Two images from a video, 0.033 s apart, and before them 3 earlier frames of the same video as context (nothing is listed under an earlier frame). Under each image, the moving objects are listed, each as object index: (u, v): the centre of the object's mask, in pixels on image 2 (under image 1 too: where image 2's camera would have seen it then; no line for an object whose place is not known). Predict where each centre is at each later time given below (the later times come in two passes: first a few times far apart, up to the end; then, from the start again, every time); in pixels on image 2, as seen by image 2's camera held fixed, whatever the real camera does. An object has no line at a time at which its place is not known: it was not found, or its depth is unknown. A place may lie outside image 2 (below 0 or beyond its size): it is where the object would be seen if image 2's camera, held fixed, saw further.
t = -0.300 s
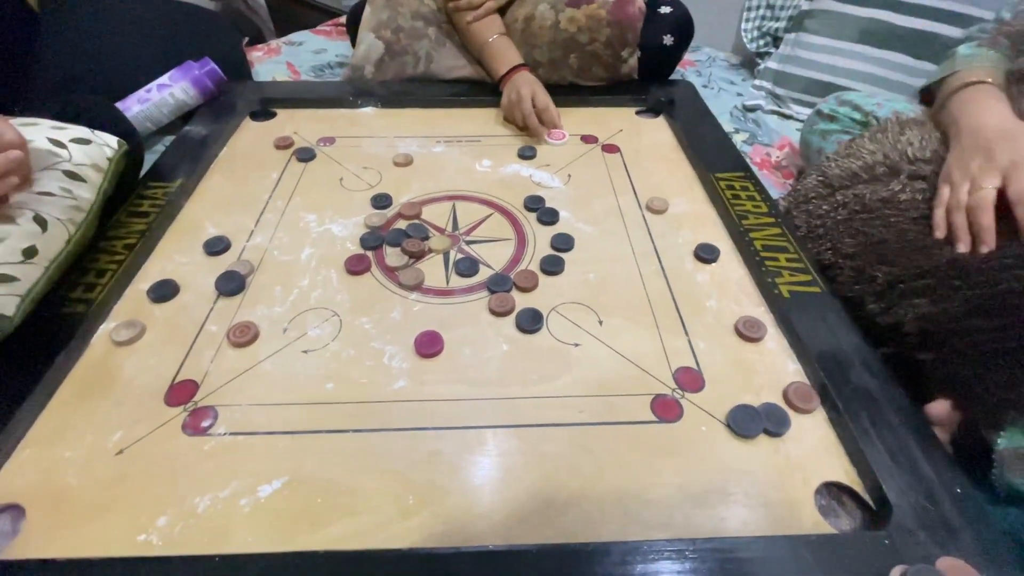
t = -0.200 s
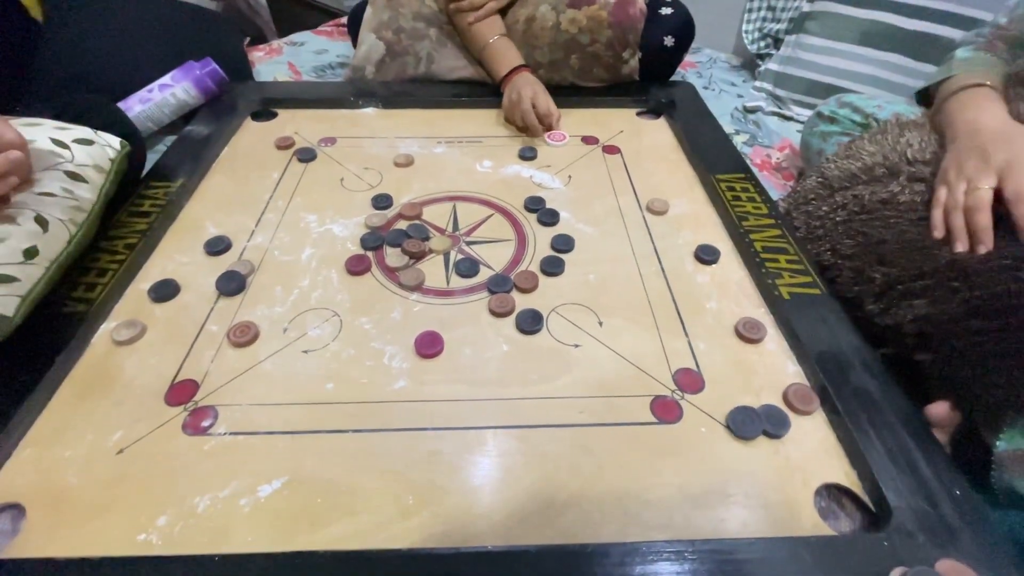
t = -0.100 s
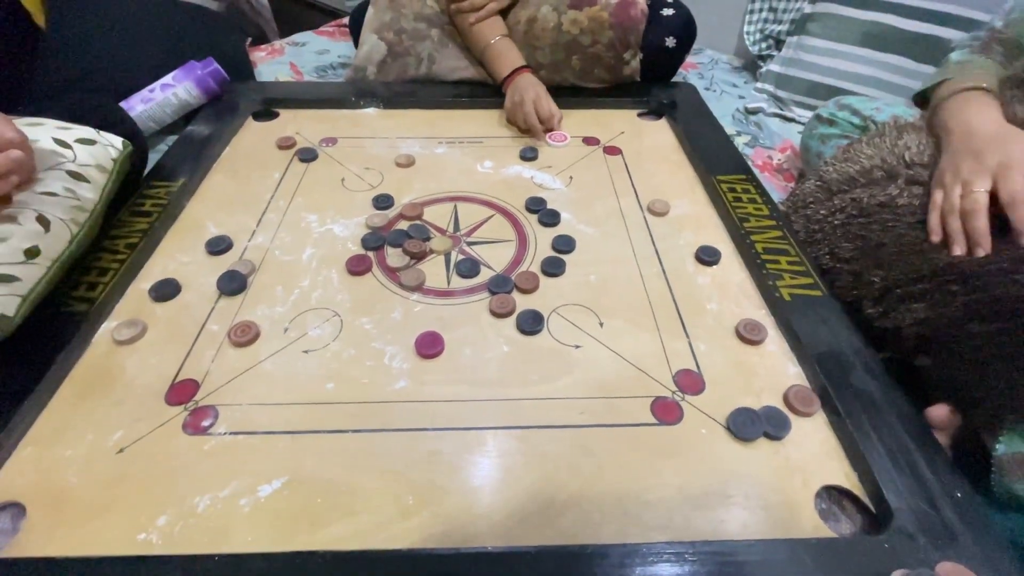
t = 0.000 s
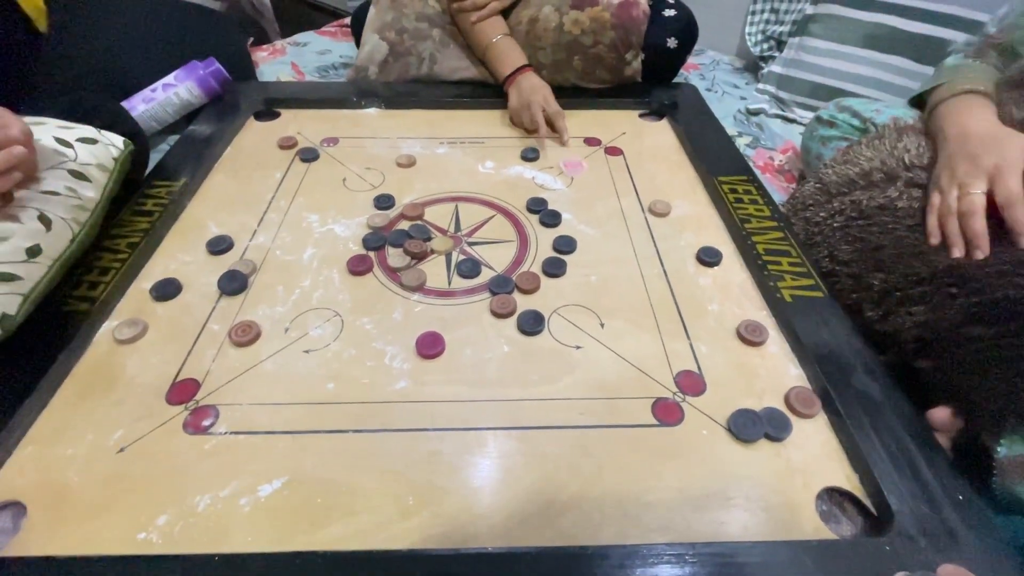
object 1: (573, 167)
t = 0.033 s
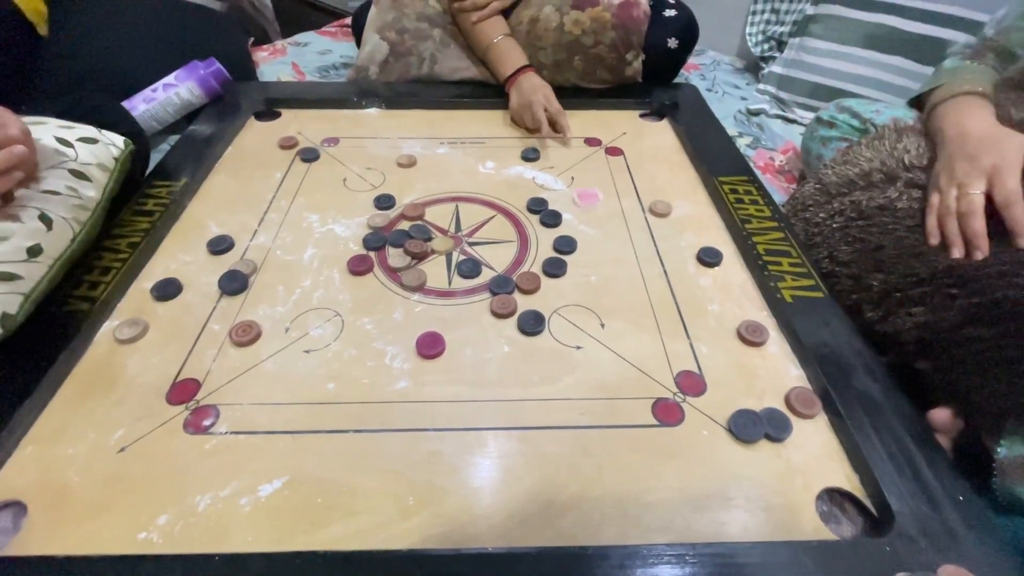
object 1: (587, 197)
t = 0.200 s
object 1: (693, 434)
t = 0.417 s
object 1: (681, 368)
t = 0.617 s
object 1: (659, 329)
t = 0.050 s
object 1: (595, 214)
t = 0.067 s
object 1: (603, 232)
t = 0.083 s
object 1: (612, 251)
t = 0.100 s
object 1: (620, 271)
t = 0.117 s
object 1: (631, 292)
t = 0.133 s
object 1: (642, 316)
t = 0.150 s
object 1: (653, 341)
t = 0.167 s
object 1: (667, 371)
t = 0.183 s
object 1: (679, 400)
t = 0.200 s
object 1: (693, 434)
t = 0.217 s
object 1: (709, 469)
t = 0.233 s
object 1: (727, 511)
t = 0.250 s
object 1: (728, 501)
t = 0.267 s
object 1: (725, 478)
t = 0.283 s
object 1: (722, 457)
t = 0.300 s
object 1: (718, 440)
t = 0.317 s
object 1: (711, 427)
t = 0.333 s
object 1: (705, 414)
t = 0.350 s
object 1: (699, 403)
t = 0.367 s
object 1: (695, 393)
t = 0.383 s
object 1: (690, 384)
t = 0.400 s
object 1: (686, 376)
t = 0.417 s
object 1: (681, 368)
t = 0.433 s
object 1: (678, 361)
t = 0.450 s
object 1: (674, 354)
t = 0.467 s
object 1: (671, 349)
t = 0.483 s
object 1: (668, 344)
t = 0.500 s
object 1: (666, 340)
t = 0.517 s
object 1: (664, 337)
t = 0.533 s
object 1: (663, 334)
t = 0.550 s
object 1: (661, 333)
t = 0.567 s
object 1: (660, 331)
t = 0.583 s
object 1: (660, 330)
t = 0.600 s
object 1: (659, 330)
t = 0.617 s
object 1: (659, 329)
